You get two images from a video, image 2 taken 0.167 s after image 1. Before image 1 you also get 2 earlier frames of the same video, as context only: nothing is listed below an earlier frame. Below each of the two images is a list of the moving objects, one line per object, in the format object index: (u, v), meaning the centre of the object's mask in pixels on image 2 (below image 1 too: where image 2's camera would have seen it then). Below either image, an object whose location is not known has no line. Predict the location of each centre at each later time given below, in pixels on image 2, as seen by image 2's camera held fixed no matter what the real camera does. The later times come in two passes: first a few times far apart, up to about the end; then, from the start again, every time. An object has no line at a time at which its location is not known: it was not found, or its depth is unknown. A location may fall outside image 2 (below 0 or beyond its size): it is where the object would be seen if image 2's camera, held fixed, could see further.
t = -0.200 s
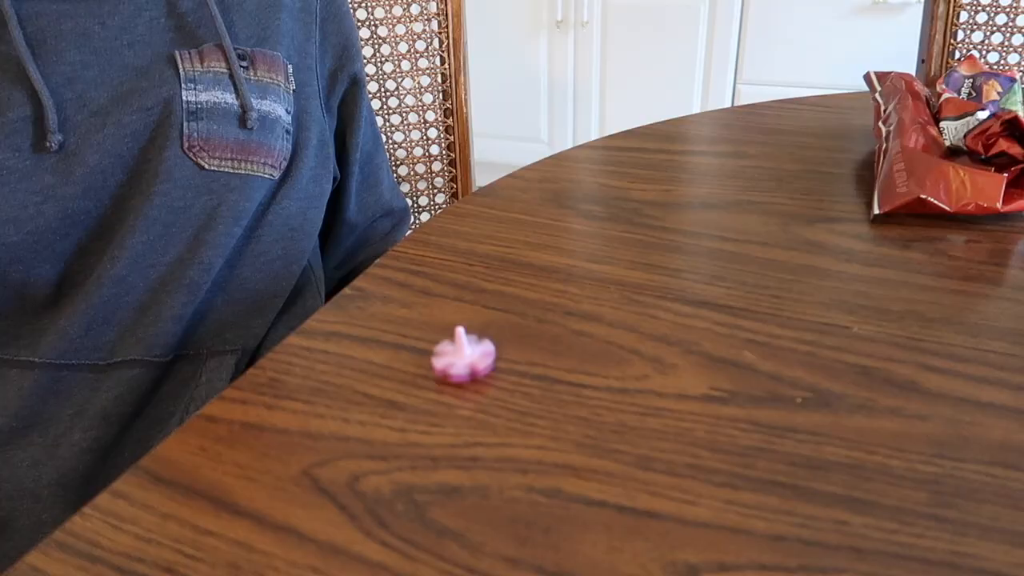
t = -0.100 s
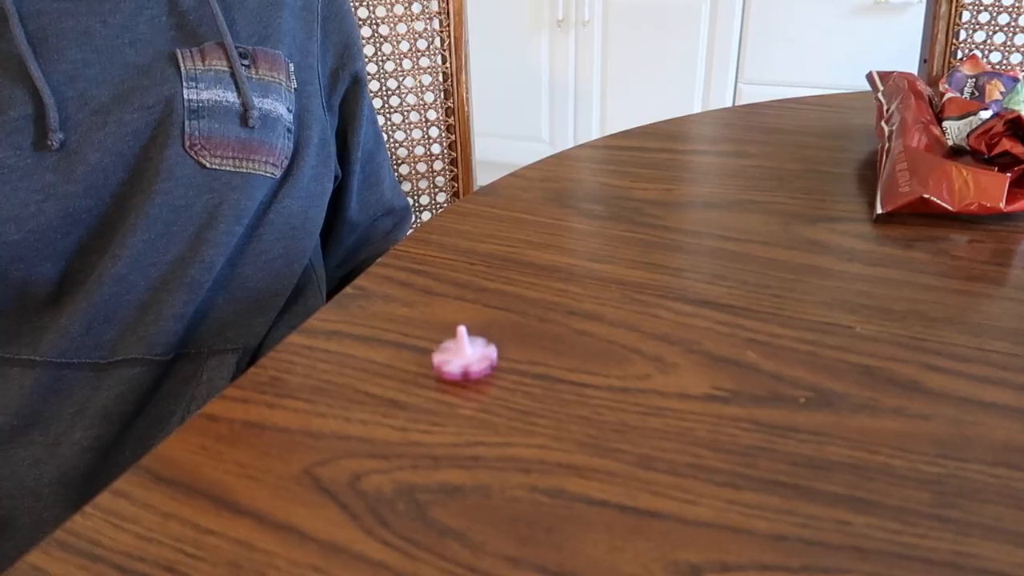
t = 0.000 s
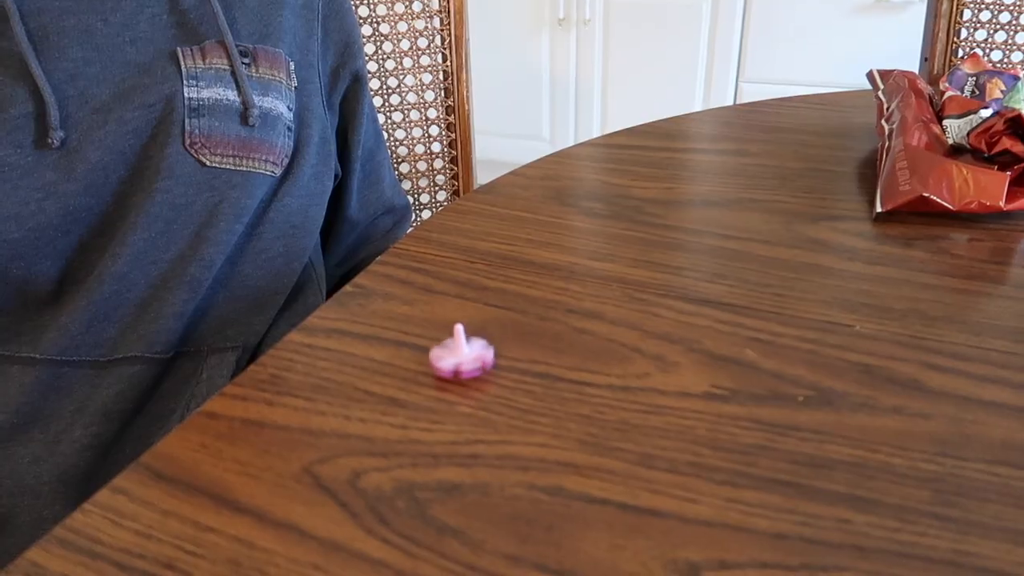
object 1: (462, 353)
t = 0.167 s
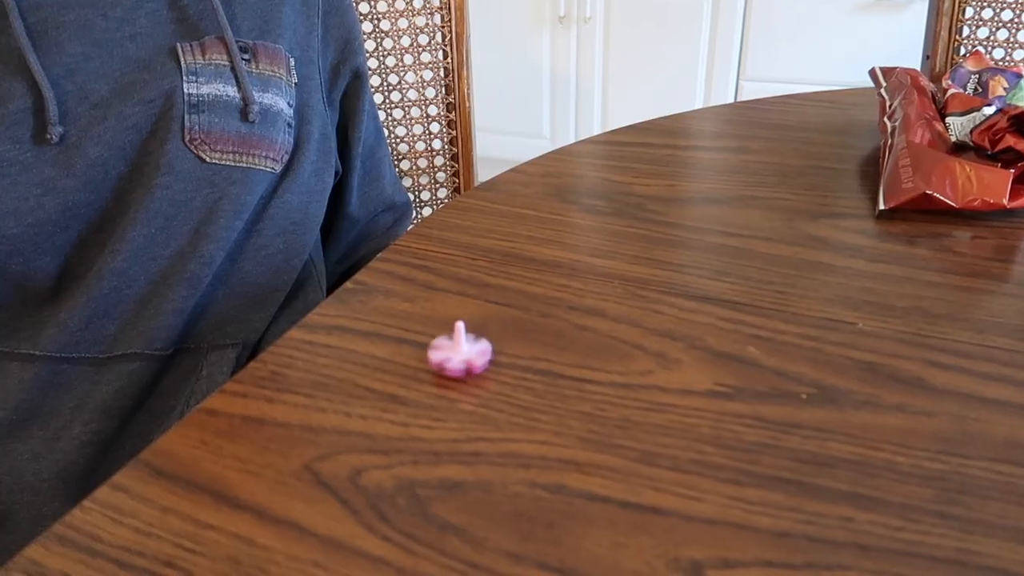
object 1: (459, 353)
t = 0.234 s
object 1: (459, 353)
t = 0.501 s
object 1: (460, 352)
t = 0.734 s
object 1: (458, 353)
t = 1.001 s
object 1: (455, 353)
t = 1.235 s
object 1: (456, 353)
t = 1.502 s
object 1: (453, 353)
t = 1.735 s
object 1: (453, 353)
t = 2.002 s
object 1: (451, 353)
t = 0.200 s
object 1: (459, 353)
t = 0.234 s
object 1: (459, 353)
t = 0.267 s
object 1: (459, 352)
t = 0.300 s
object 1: (459, 352)
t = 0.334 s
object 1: (459, 351)
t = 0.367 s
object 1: (459, 351)
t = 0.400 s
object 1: (460, 352)
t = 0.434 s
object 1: (460, 351)
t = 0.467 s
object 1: (460, 352)
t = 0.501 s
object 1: (460, 352)
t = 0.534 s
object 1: (460, 353)
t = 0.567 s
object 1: (460, 352)
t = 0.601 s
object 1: (460, 352)
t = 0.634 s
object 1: (460, 352)
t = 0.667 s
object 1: (459, 353)
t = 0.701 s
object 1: (459, 353)
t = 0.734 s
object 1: (458, 353)
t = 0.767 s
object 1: (458, 353)
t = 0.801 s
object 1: (457, 353)
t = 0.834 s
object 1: (456, 353)
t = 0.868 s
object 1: (455, 353)
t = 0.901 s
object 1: (455, 353)
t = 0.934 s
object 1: (455, 353)
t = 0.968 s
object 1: (455, 353)
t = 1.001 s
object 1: (455, 353)
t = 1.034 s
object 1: (454, 352)
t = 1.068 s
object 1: (455, 352)
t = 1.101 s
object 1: (455, 352)
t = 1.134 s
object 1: (456, 353)
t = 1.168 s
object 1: (456, 352)
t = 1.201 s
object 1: (456, 353)
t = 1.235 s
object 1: (456, 353)
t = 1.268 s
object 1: (456, 354)
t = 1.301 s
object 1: (455, 353)
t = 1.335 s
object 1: (455, 353)
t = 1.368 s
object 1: (455, 353)
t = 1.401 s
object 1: (455, 354)
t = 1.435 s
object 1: (453, 354)
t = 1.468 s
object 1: (453, 353)
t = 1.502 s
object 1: (453, 353)
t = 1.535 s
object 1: (453, 353)
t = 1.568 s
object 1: (453, 353)
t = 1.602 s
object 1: (452, 353)
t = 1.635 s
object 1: (452, 352)
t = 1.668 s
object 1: (454, 353)
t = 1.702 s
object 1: (454, 353)
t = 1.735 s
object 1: (453, 353)
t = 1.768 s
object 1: (453, 353)
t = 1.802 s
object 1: (453, 352)
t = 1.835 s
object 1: (453, 352)
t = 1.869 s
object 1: (453, 353)
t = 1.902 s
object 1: (451, 353)
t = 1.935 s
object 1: (451, 353)
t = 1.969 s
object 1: (451, 352)
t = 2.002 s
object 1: (451, 353)
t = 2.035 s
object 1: (451, 354)
